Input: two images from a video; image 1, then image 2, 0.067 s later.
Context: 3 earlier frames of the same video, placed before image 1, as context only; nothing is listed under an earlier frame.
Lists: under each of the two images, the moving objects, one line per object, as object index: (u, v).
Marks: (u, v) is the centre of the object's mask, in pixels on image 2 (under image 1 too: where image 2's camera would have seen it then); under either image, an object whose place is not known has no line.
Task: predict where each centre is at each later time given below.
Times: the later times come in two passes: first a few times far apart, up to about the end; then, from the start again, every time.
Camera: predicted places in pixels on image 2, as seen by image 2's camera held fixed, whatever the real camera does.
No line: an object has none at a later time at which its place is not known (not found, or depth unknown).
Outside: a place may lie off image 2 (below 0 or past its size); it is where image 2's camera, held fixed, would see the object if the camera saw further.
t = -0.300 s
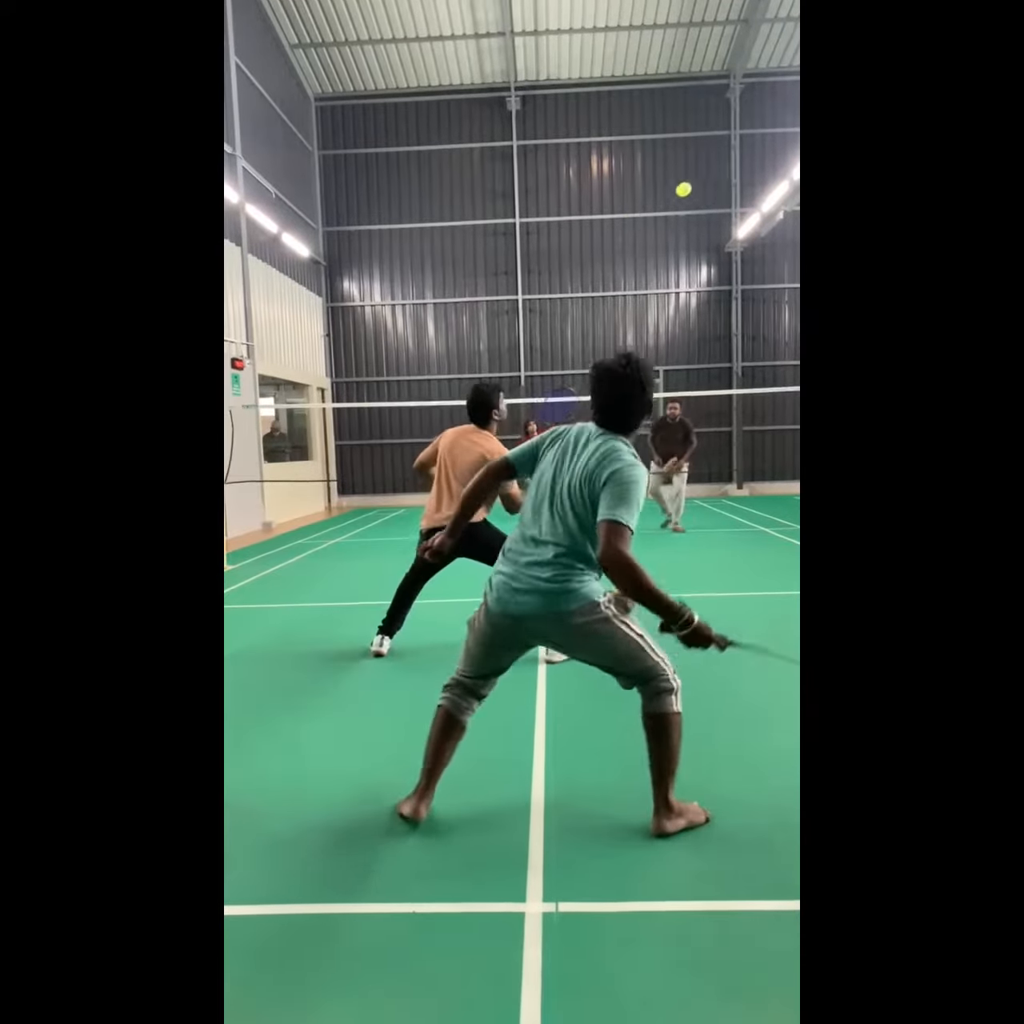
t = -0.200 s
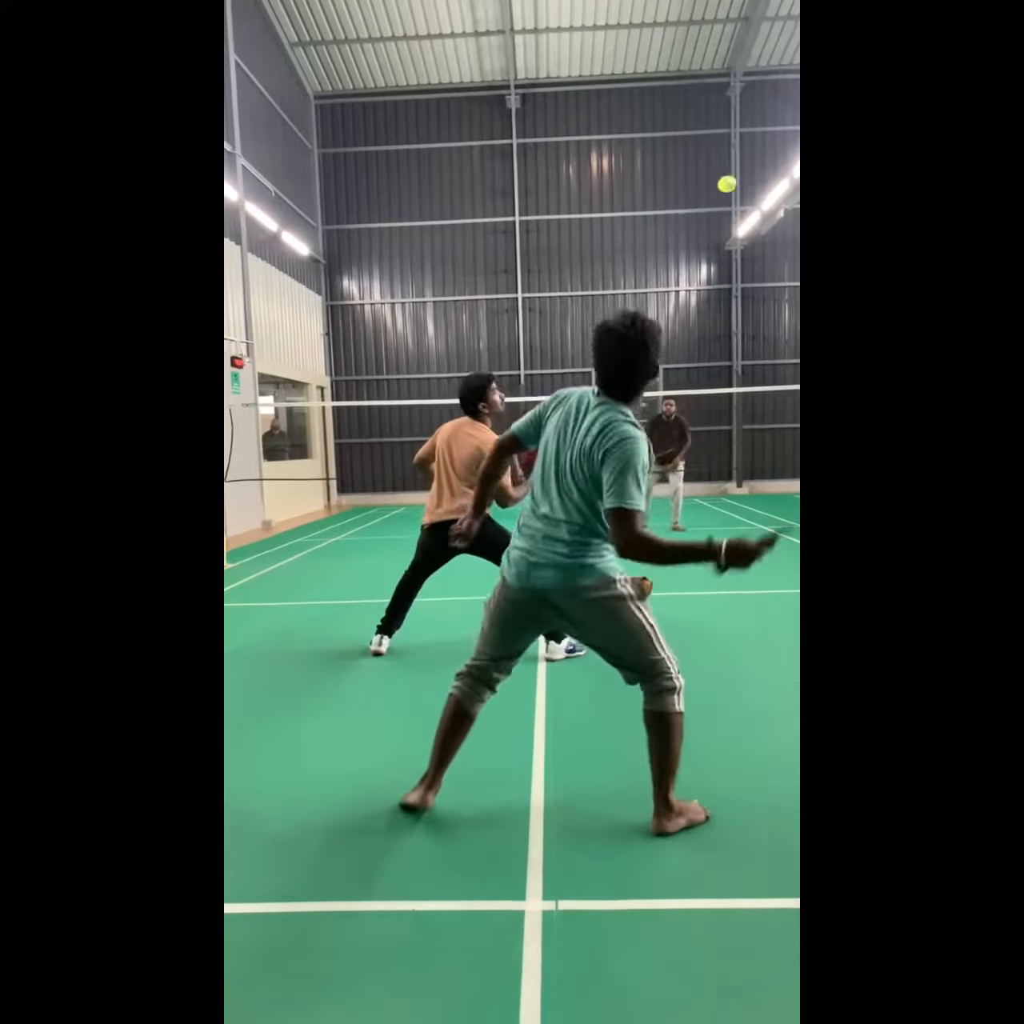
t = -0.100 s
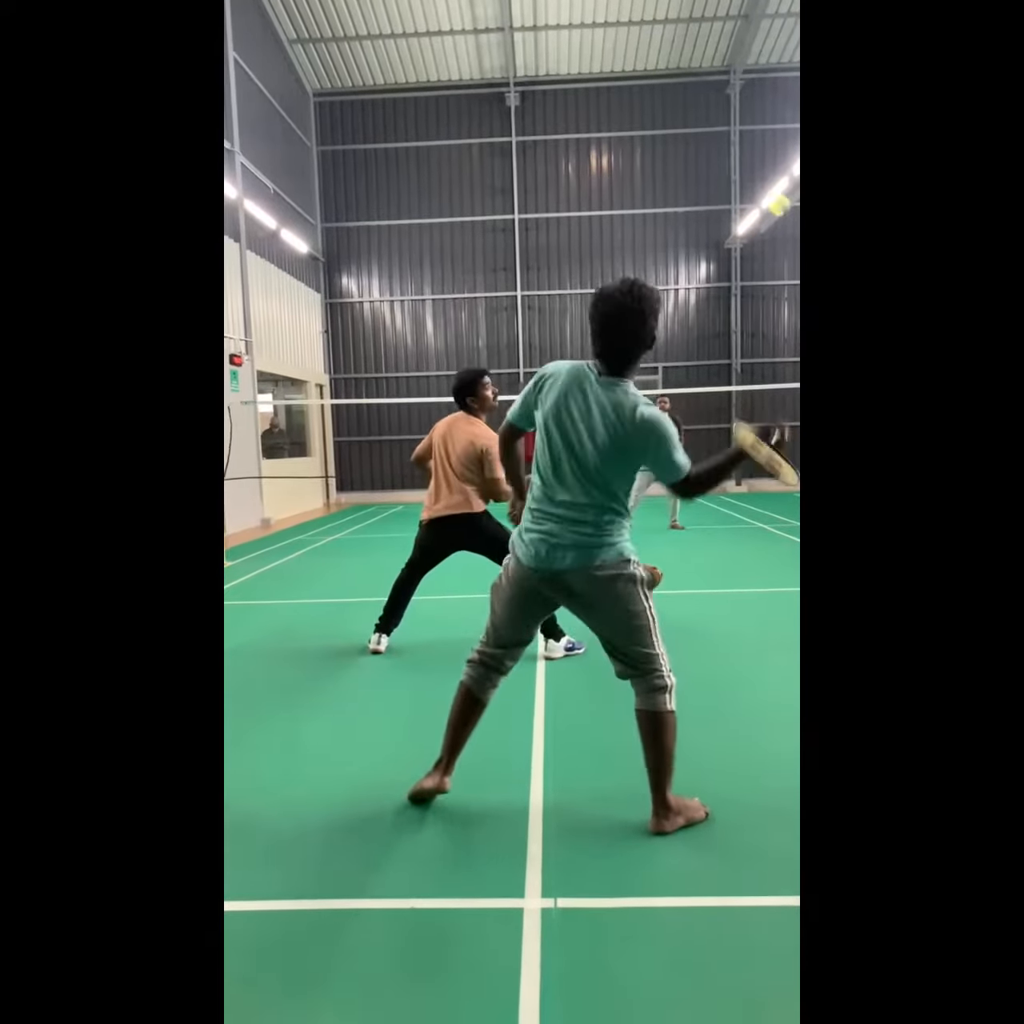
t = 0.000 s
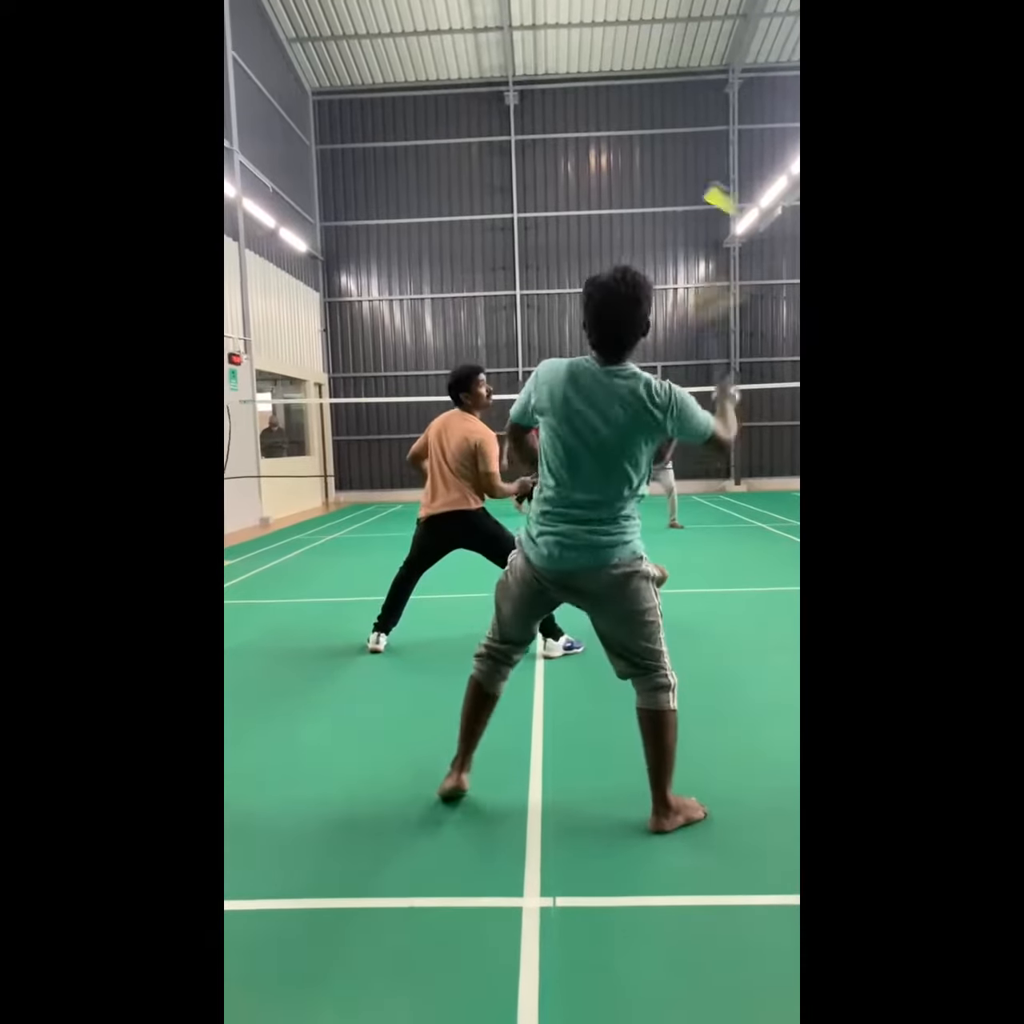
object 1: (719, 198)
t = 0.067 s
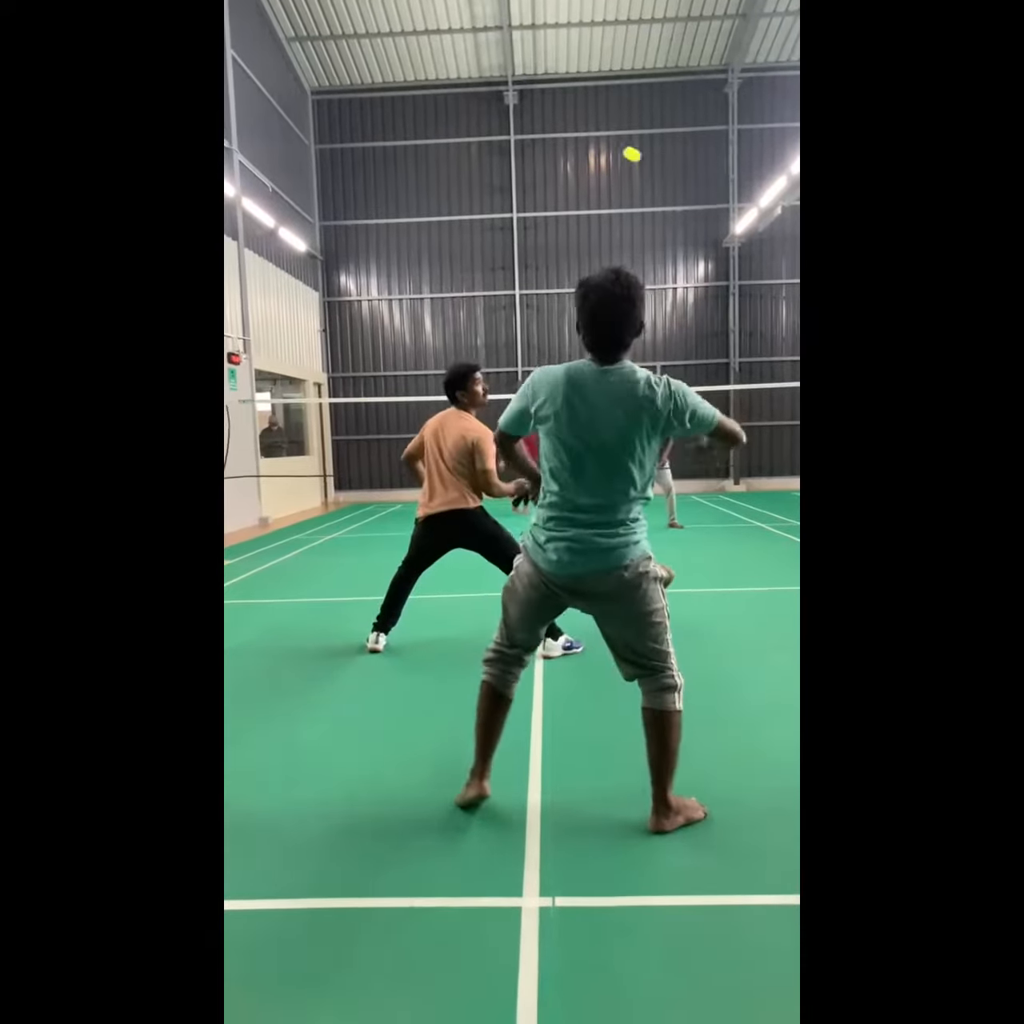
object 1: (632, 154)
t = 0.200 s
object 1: (573, 143)
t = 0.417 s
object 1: (543, 166)
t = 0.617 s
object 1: (533, 206)
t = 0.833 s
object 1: (529, 261)
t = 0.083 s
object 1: (620, 148)
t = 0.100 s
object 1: (610, 145)
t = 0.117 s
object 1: (602, 144)
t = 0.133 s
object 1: (595, 143)
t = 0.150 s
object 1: (588, 143)
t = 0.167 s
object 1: (583, 142)
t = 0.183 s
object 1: (578, 142)
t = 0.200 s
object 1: (573, 143)
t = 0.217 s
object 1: (570, 143)
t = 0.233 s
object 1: (567, 144)
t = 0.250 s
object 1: (563, 145)
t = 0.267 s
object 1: (560, 147)
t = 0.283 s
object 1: (558, 148)
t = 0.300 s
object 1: (556, 150)
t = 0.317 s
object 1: (554, 151)
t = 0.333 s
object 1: (551, 154)
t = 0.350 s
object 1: (550, 156)
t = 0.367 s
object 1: (548, 158)
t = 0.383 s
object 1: (546, 161)
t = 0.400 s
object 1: (545, 163)
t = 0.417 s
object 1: (543, 166)
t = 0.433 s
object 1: (542, 169)
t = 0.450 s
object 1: (541, 172)
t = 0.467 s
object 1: (540, 175)
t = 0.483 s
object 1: (539, 177)
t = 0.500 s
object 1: (538, 181)
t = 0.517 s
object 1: (537, 184)
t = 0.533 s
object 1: (536, 187)
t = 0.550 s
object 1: (535, 191)
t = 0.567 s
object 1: (534, 195)
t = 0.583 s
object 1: (534, 199)
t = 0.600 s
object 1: (533, 202)
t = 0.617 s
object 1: (533, 206)
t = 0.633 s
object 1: (532, 210)
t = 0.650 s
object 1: (531, 214)
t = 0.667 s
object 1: (531, 218)
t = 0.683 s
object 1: (530, 222)
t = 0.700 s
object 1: (530, 226)
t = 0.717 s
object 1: (530, 230)
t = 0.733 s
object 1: (530, 235)
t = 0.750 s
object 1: (530, 239)
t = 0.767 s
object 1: (529, 243)
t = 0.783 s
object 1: (529, 247)
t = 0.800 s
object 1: (529, 252)
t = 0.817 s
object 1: (529, 257)
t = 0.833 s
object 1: (529, 261)
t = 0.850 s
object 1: (529, 265)
